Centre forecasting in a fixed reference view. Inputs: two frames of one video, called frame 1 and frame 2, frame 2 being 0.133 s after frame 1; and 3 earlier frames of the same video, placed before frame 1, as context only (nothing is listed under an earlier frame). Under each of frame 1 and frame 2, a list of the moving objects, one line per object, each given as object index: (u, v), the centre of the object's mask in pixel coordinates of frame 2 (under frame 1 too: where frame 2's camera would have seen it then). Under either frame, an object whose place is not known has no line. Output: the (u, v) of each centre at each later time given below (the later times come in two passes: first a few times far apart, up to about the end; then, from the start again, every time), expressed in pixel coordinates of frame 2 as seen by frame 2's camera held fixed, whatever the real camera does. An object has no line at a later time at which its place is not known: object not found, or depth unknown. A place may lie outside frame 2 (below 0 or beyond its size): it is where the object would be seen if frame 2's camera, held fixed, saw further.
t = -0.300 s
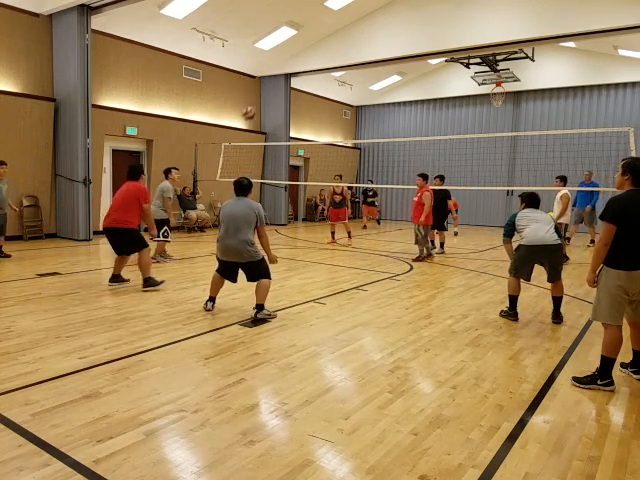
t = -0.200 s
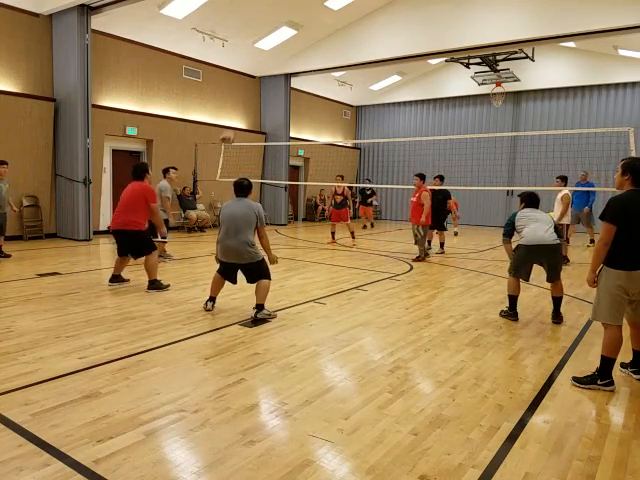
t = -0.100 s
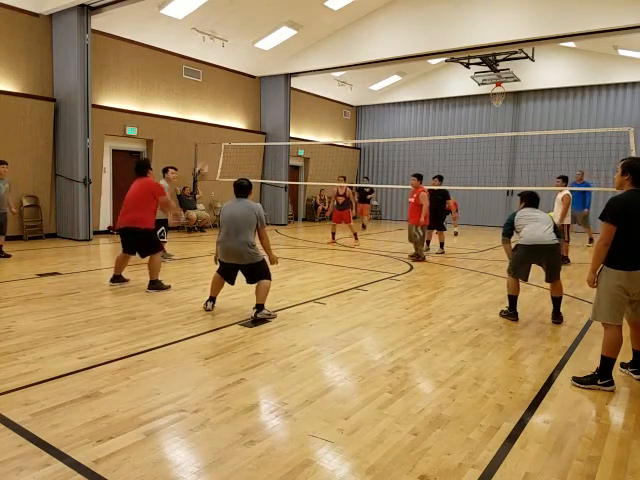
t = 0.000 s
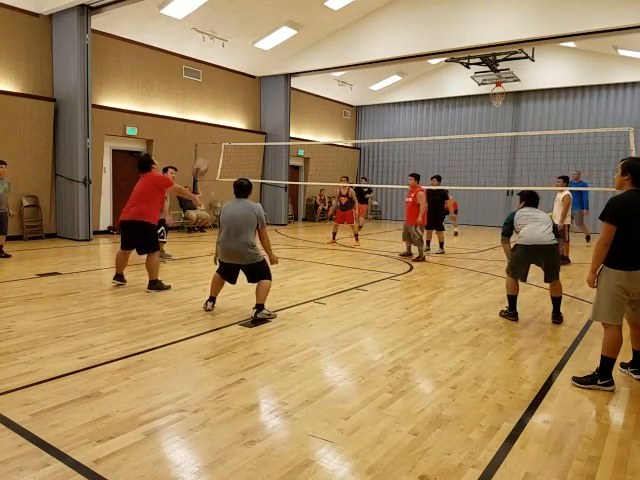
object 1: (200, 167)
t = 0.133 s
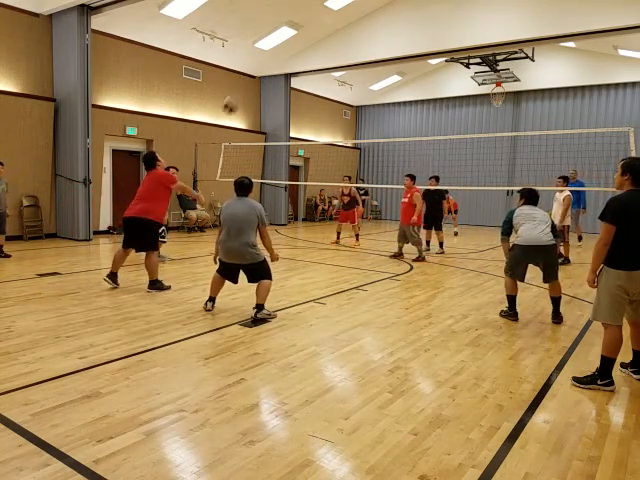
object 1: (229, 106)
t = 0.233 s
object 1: (251, 70)
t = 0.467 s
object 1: (295, 23)
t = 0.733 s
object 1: (336, 21)
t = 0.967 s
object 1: (365, 55)
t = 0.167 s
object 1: (236, 92)
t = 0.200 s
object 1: (244, 80)
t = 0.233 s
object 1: (251, 70)
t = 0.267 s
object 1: (257, 60)
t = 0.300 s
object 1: (264, 52)
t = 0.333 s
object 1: (270, 45)
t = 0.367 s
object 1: (277, 38)
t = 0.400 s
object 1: (282, 31)
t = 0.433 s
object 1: (289, 26)
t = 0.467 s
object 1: (295, 23)
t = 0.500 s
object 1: (300, 20)
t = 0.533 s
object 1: (306, 18)
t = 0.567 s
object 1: (311, 16)
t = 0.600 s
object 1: (316, 16)
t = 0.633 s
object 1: (321, 16)
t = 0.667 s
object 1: (326, 17)
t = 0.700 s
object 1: (331, 19)
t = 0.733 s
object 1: (336, 21)
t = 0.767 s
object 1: (340, 24)
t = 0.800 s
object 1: (344, 28)
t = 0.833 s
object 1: (349, 31)
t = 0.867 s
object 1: (353, 36)
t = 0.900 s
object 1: (357, 42)
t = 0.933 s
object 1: (361, 48)
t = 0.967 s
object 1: (365, 55)
